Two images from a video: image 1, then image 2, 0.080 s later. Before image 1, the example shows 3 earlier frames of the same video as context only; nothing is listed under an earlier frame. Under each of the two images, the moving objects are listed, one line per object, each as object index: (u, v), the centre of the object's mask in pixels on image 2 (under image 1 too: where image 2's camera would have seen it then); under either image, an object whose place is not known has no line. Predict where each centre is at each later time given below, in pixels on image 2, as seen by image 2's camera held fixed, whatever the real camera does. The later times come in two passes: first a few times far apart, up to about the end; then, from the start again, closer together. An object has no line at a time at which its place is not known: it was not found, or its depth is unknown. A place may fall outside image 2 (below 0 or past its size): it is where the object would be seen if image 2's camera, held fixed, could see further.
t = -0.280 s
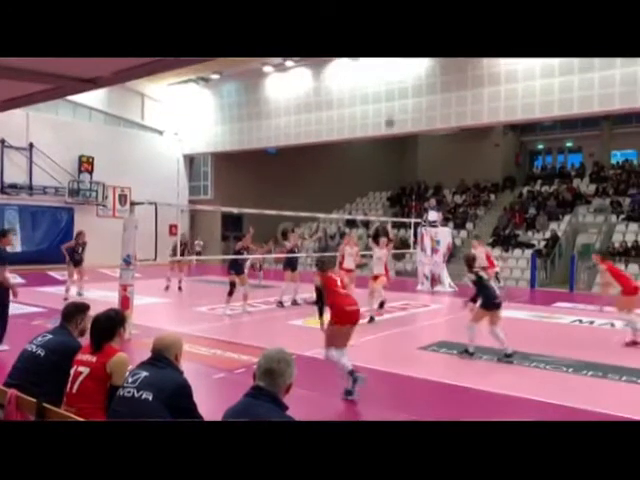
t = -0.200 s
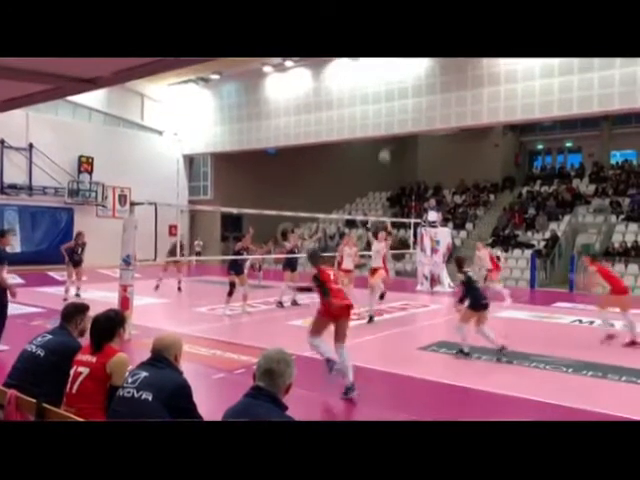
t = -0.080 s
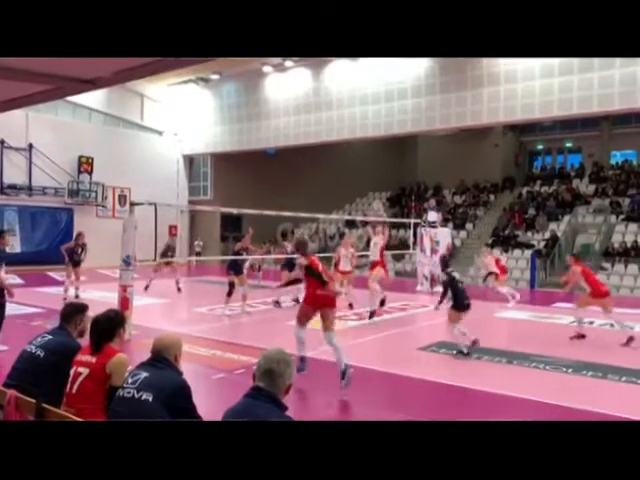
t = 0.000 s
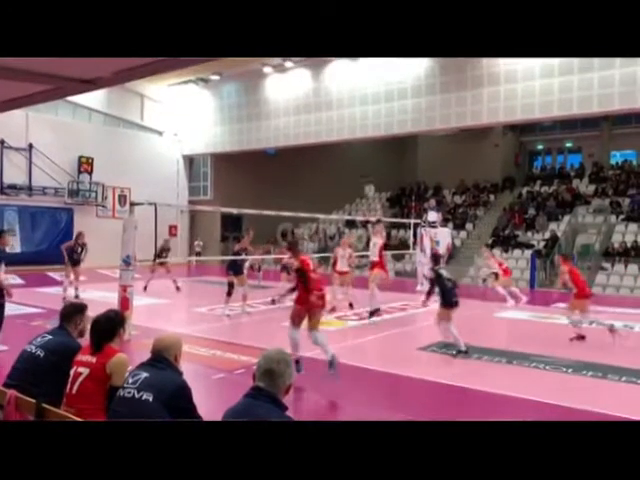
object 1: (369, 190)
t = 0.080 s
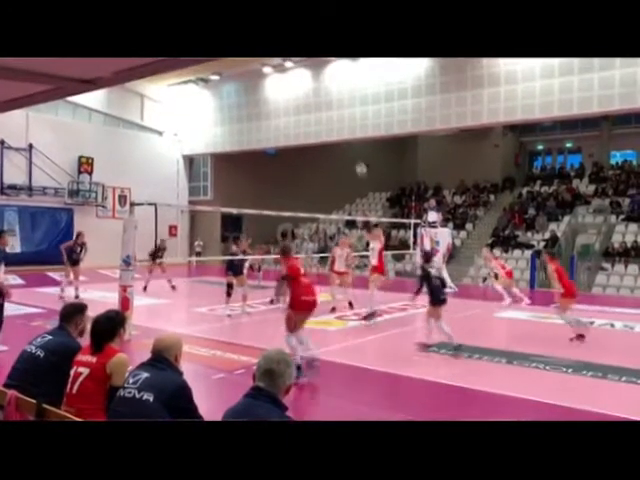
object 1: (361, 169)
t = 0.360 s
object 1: (328, 118)
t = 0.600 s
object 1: (298, 104)
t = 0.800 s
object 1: (273, 117)
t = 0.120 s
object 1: (356, 159)
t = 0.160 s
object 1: (352, 151)
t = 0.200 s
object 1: (348, 144)
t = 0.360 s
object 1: (328, 118)
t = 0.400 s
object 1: (323, 113)
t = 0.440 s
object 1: (318, 110)
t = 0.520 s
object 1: (309, 105)
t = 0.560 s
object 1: (303, 104)
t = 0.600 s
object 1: (298, 104)
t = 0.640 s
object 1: (293, 105)
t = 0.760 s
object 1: (278, 112)
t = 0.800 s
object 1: (273, 117)
